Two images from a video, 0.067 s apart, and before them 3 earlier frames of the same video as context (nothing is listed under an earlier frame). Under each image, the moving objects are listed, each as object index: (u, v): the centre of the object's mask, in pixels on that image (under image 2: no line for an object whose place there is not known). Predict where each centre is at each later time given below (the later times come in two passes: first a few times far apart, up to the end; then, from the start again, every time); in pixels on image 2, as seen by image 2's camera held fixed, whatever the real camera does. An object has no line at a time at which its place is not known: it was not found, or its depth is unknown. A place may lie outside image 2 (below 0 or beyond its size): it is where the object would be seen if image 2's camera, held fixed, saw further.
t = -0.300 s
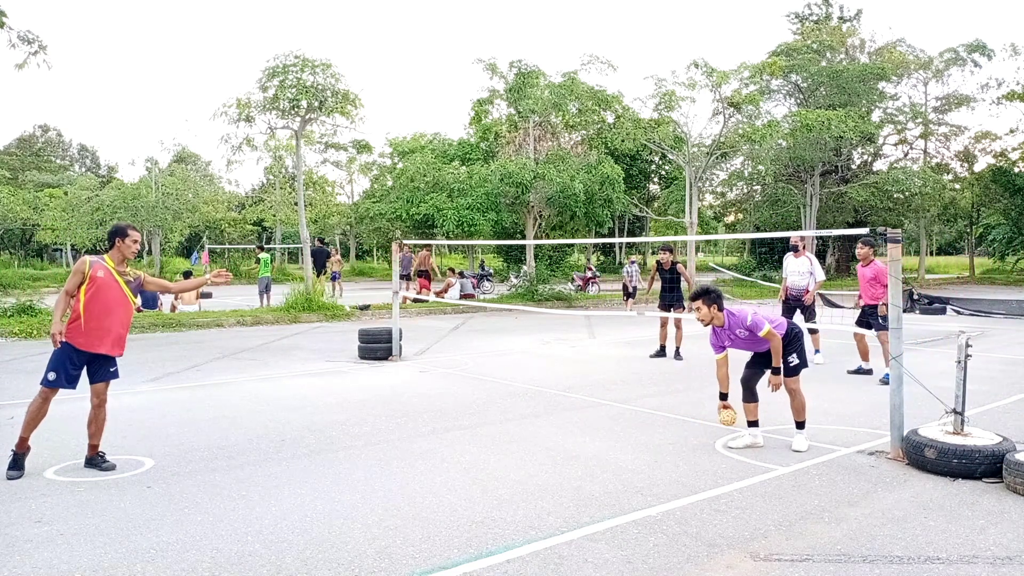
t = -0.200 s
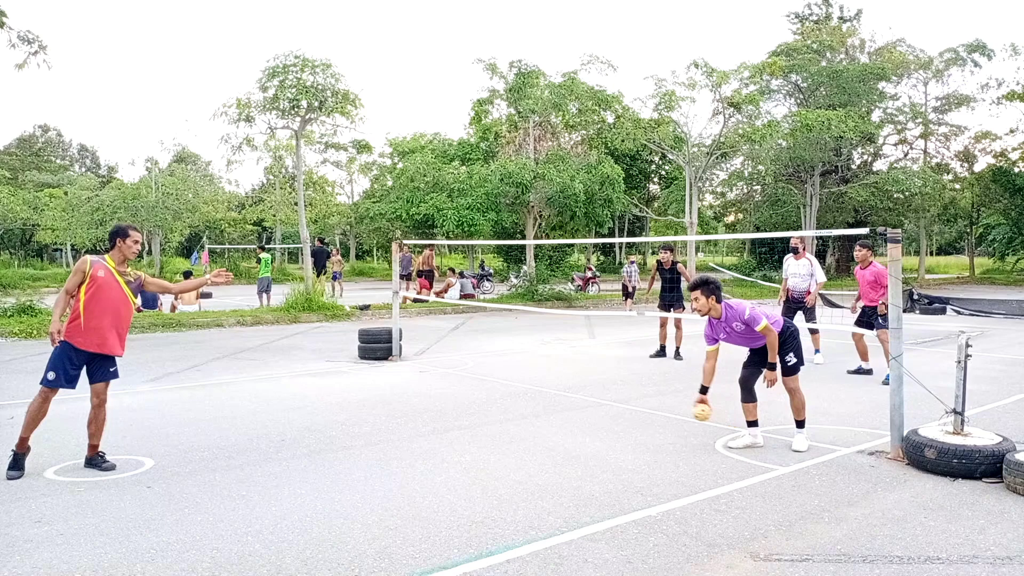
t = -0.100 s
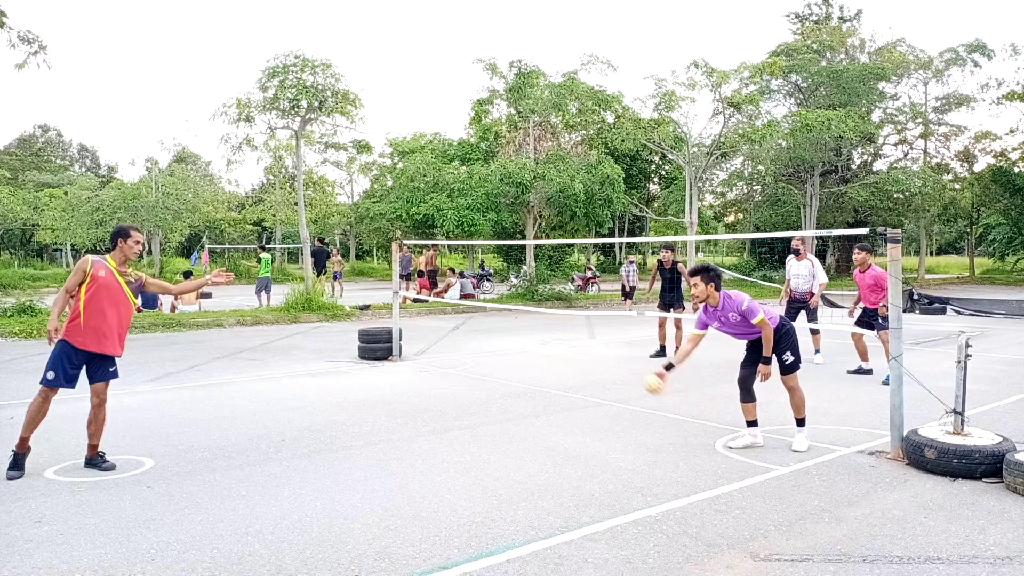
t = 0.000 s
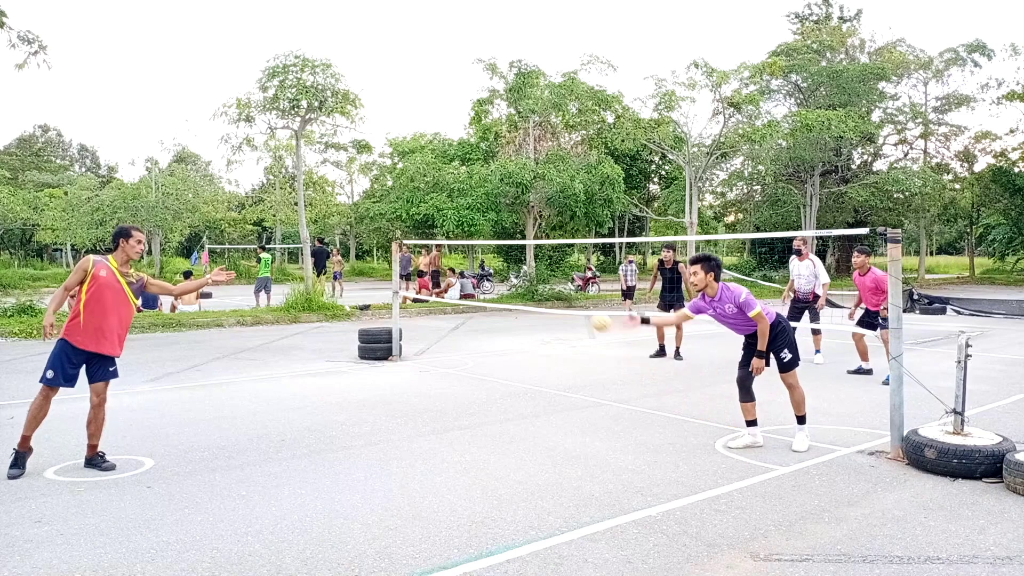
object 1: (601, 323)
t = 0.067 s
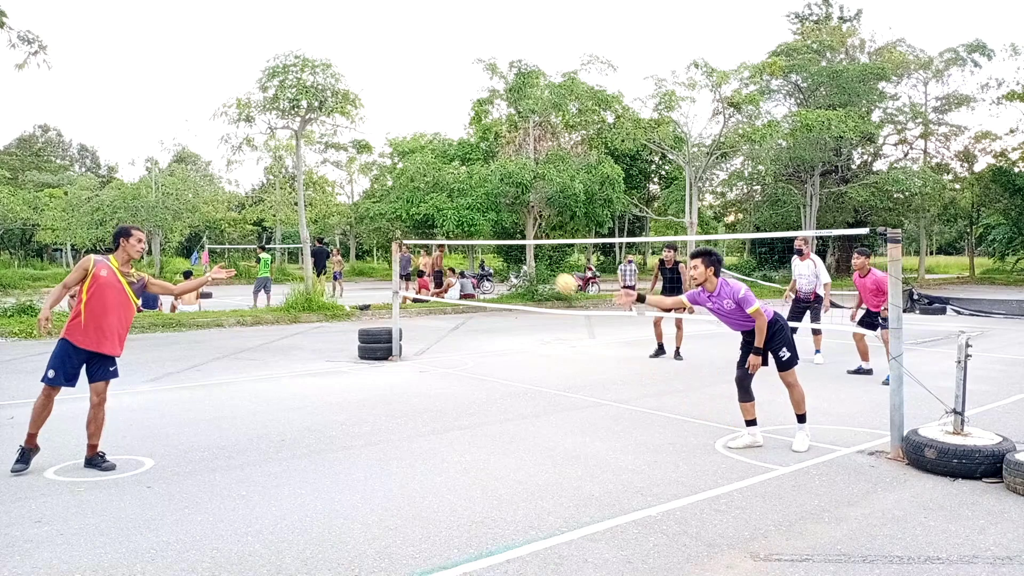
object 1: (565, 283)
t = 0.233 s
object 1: (475, 210)
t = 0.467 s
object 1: (334, 169)
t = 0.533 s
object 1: (290, 172)
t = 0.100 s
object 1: (548, 266)
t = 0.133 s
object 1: (530, 250)
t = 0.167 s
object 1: (511, 235)
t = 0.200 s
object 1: (493, 222)
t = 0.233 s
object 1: (475, 210)
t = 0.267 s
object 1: (455, 199)
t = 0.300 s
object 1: (436, 190)
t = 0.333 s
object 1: (416, 183)
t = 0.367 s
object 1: (396, 177)
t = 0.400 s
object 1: (376, 172)
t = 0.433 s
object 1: (355, 169)
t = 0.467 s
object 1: (334, 169)
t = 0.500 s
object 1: (310, 171)
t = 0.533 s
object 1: (290, 172)
